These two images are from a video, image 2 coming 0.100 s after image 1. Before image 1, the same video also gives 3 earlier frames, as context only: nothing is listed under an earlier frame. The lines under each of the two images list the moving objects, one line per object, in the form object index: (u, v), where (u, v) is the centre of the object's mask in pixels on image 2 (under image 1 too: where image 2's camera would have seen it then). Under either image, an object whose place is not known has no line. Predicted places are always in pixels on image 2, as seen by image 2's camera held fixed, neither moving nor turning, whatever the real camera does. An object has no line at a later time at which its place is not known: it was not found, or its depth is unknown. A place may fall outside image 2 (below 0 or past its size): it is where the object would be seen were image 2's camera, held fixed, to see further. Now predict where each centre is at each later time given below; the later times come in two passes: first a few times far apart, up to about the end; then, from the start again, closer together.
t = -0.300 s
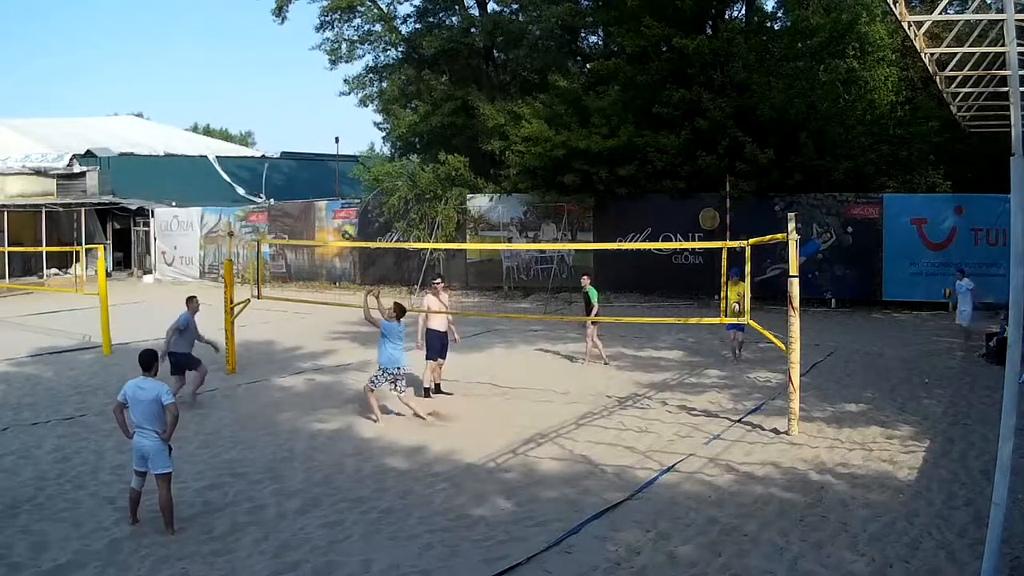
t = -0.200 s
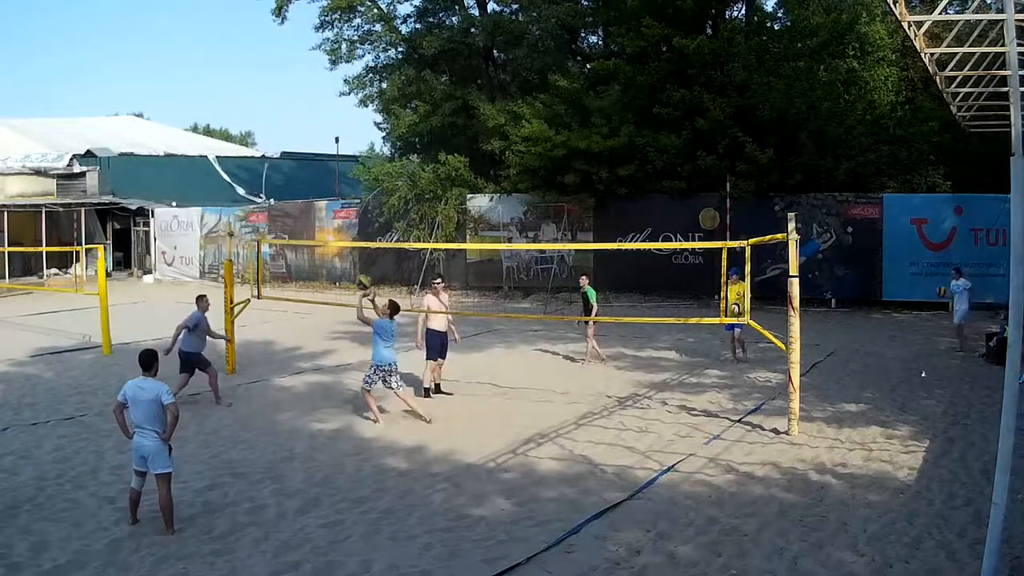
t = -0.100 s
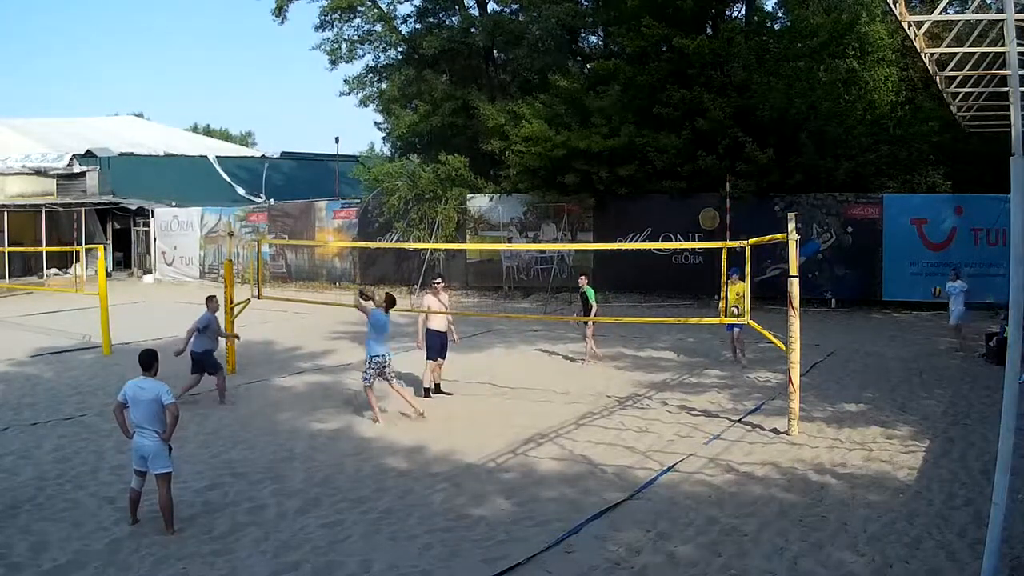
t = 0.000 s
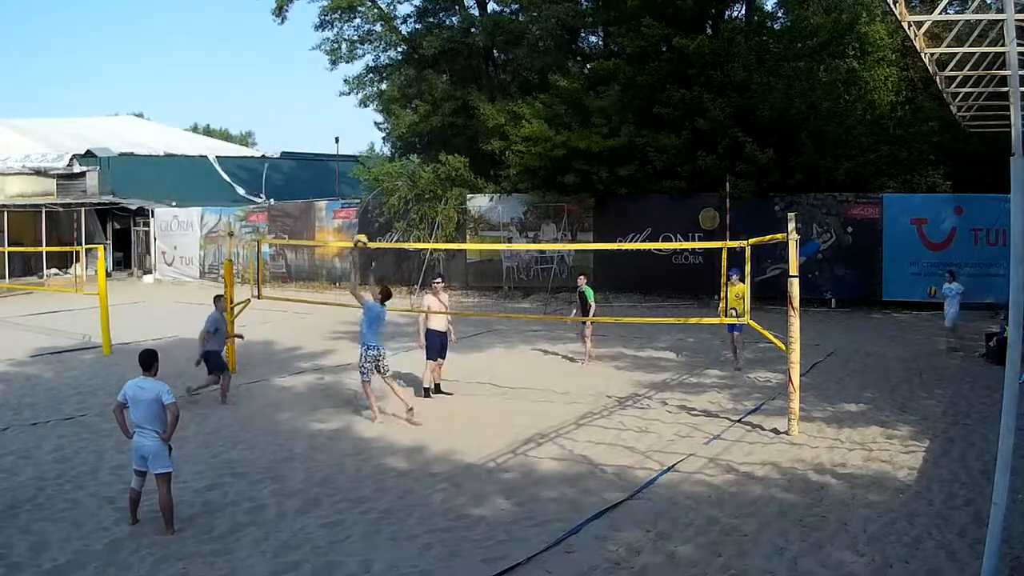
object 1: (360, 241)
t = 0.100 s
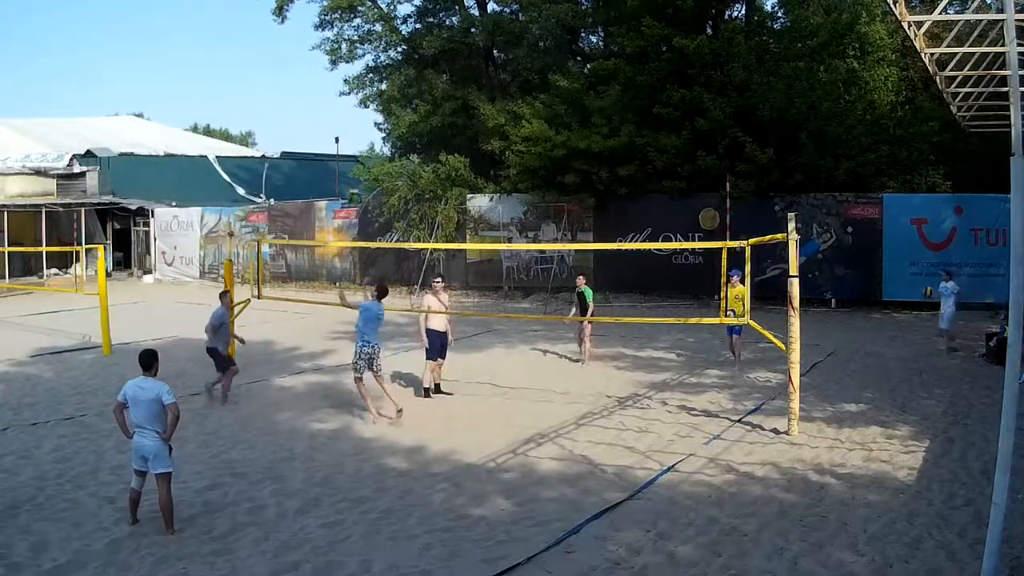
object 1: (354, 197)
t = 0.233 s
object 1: (344, 147)
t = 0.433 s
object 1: (331, 100)
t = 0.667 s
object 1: (315, 82)
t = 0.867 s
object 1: (301, 95)
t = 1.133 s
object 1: (283, 148)
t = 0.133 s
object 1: (350, 181)
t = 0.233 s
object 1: (344, 147)
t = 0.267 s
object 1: (342, 137)
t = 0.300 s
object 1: (340, 128)
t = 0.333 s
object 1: (337, 120)
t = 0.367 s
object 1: (335, 112)
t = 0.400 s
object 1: (333, 106)
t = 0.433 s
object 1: (331, 100)
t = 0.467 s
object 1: (328, 95)
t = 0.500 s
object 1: (326, 91)
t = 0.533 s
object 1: (324, 88)
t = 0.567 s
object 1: (322, 85)
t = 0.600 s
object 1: (319, 83)
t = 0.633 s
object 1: (317, 82)
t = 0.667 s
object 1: (315, 82)
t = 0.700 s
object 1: (312, 82)
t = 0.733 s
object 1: (310, 84)
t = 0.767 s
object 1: (308, 85)
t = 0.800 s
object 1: (306, 88)
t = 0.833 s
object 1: (303, 91)
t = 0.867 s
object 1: (301, 95)
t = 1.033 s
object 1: (290, 125)
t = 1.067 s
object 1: (287, 132)
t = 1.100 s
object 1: (285, 141)
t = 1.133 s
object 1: (283, 148)
